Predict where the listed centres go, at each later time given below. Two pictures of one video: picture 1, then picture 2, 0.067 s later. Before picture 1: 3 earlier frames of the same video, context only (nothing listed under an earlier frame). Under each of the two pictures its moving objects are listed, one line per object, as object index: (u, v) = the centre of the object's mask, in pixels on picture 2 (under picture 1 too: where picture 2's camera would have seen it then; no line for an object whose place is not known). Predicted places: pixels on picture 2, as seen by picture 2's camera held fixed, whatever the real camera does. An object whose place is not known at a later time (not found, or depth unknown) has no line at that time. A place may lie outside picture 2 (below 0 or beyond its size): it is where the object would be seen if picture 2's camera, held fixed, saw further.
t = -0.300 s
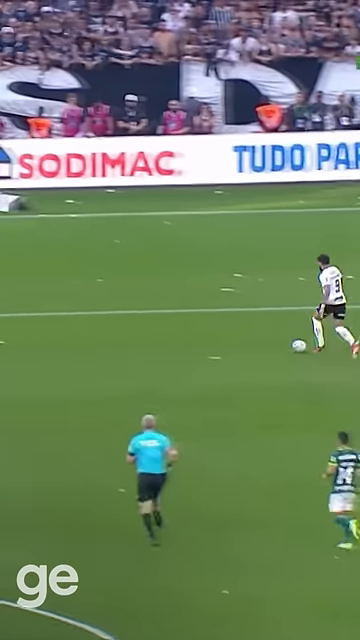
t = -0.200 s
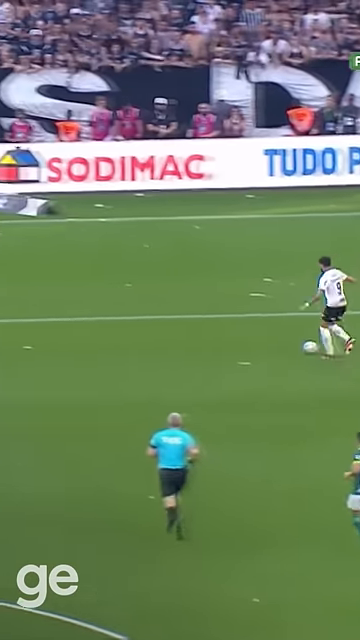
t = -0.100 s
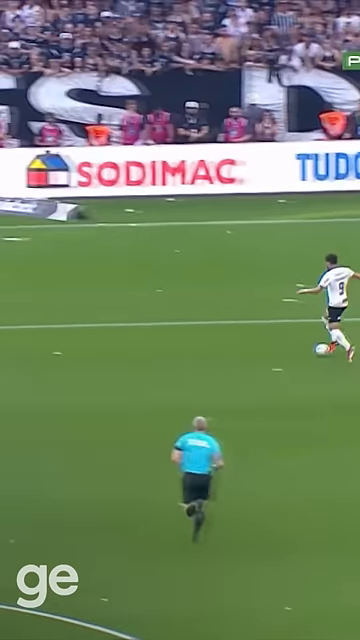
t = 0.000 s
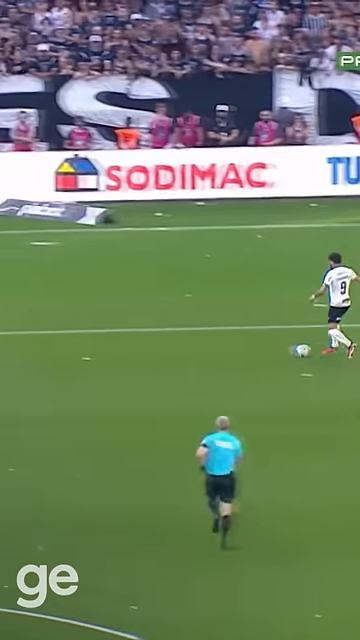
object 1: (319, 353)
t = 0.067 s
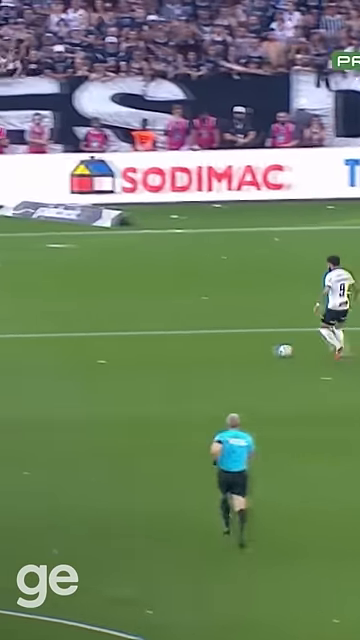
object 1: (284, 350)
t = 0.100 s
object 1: (268, 349)
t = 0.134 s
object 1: (251, 348)
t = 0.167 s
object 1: (234, 346)
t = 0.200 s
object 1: (219, 344)
